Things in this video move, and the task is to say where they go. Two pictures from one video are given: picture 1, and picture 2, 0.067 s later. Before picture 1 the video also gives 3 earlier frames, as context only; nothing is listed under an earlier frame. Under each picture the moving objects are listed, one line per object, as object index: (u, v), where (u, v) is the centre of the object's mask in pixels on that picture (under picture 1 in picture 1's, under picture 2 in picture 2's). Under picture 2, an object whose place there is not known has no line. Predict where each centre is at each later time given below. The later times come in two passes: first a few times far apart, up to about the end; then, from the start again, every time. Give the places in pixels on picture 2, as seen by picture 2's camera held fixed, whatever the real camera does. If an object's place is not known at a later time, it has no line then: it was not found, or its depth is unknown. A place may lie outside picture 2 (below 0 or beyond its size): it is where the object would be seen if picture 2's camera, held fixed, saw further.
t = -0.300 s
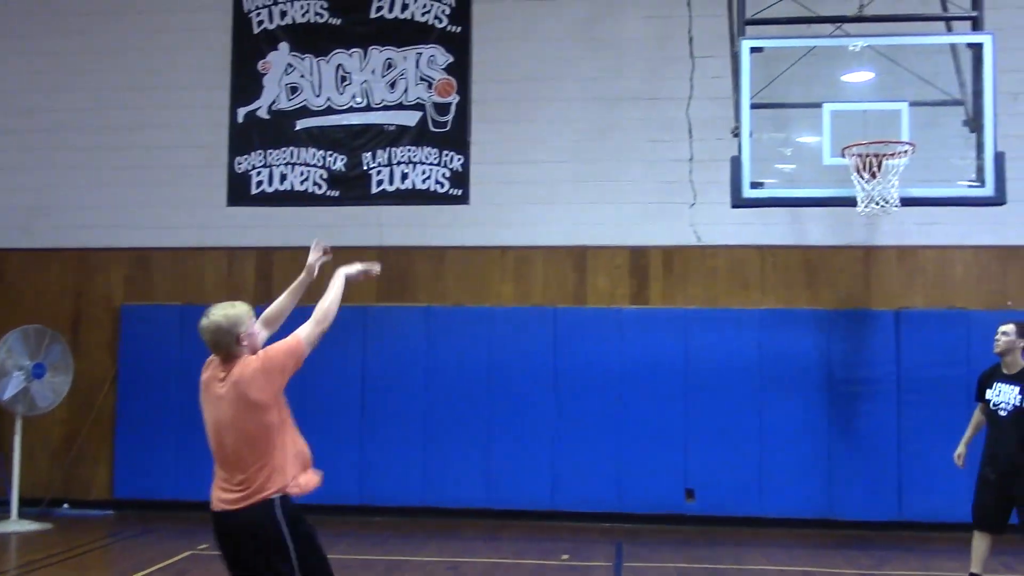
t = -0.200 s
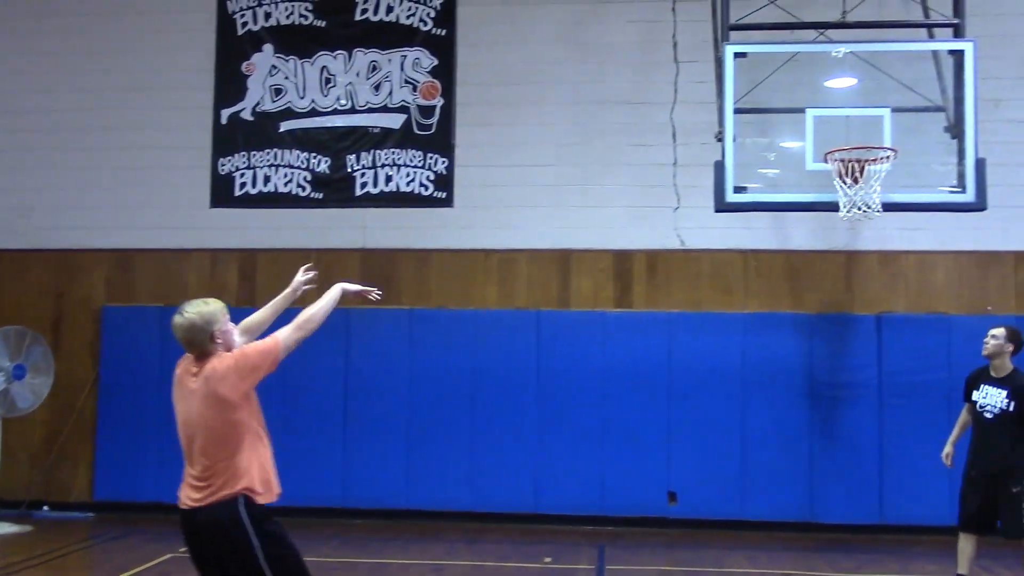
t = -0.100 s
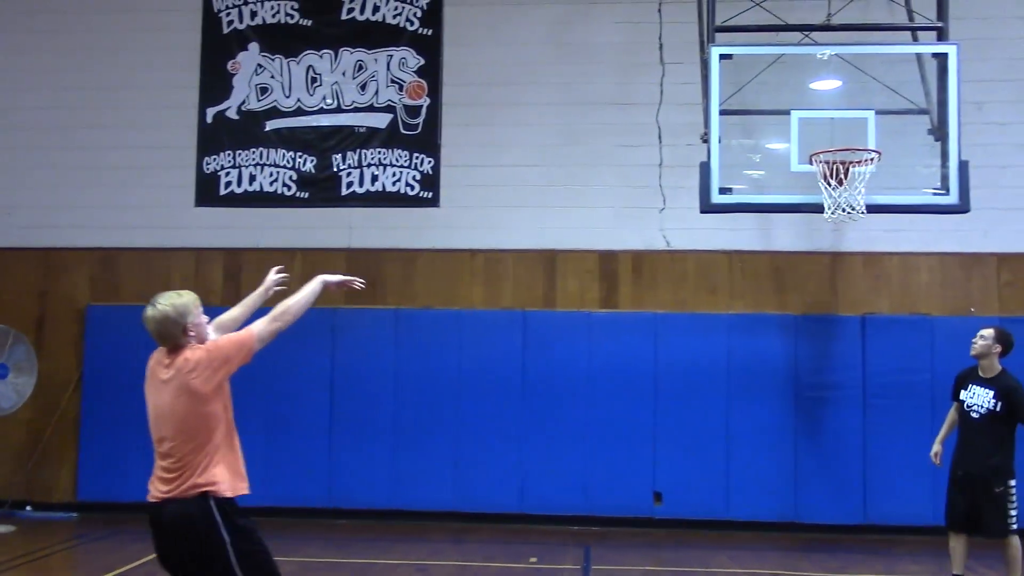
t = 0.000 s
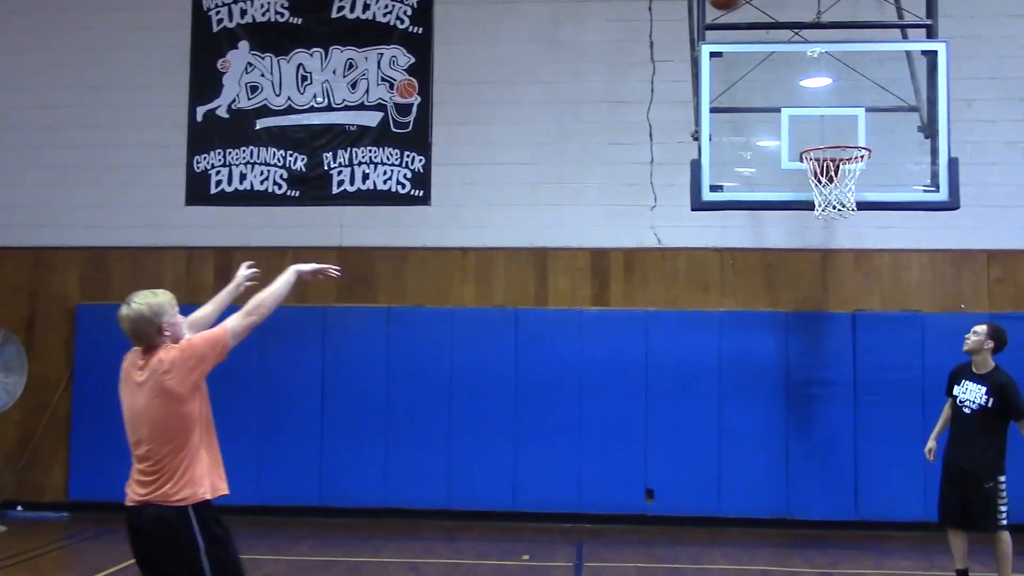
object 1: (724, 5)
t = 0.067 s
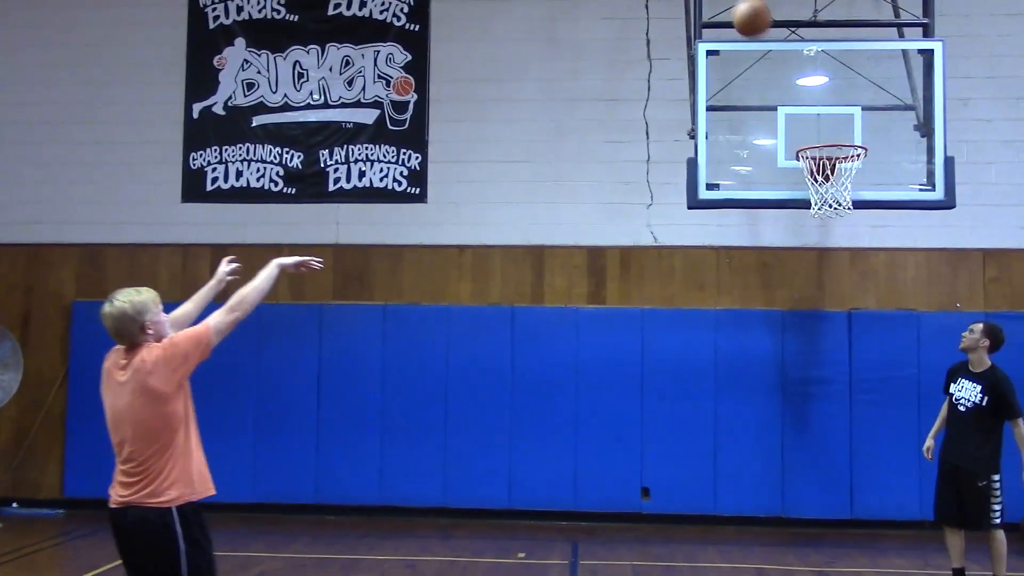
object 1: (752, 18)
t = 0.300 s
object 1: (838, 141)
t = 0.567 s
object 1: (828, 166)
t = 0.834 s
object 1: (855, 184)
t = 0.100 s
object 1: (765, 34)
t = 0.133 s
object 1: (779, 52)
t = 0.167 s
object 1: (792, 69)
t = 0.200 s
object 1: (805, 90)
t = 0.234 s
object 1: (818, 111)
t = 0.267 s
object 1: (830, 131)
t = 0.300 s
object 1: (838, 141)
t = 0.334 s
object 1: (845, 148)
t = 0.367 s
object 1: (832, 157)
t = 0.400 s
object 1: (824, 160)
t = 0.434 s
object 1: (820, 160)
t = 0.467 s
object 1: (819, 160)
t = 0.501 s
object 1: (819, 159)
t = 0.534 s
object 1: (823, 162)
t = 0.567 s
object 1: (828, 166)
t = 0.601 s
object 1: (840, 167)
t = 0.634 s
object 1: (849, 172)
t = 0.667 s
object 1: (854, 173)
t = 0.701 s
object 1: (861, 172)
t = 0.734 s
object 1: (856, 176)
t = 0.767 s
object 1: (859, 178)
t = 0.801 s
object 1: (857, 180)
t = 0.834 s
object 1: (855, 184)
